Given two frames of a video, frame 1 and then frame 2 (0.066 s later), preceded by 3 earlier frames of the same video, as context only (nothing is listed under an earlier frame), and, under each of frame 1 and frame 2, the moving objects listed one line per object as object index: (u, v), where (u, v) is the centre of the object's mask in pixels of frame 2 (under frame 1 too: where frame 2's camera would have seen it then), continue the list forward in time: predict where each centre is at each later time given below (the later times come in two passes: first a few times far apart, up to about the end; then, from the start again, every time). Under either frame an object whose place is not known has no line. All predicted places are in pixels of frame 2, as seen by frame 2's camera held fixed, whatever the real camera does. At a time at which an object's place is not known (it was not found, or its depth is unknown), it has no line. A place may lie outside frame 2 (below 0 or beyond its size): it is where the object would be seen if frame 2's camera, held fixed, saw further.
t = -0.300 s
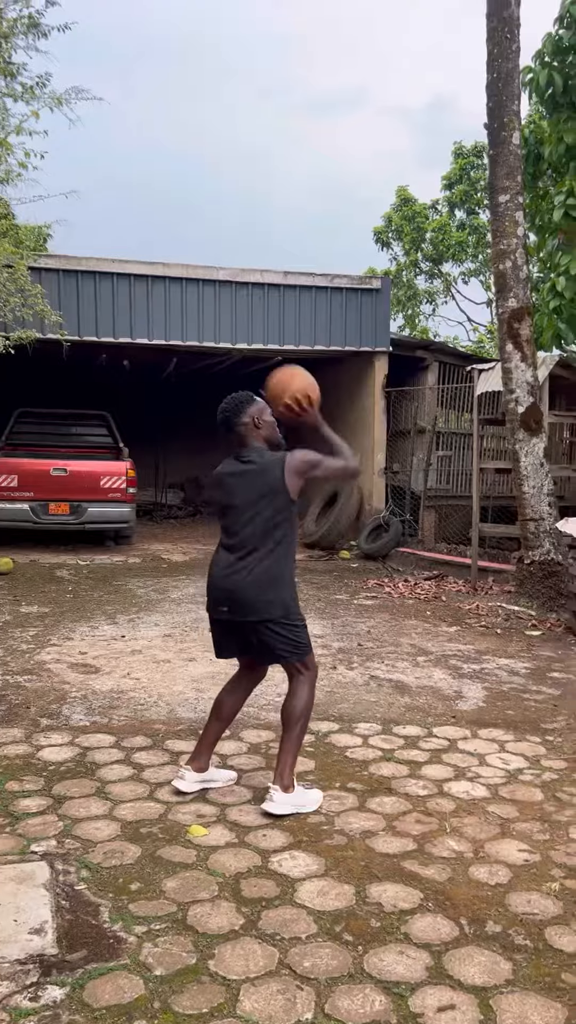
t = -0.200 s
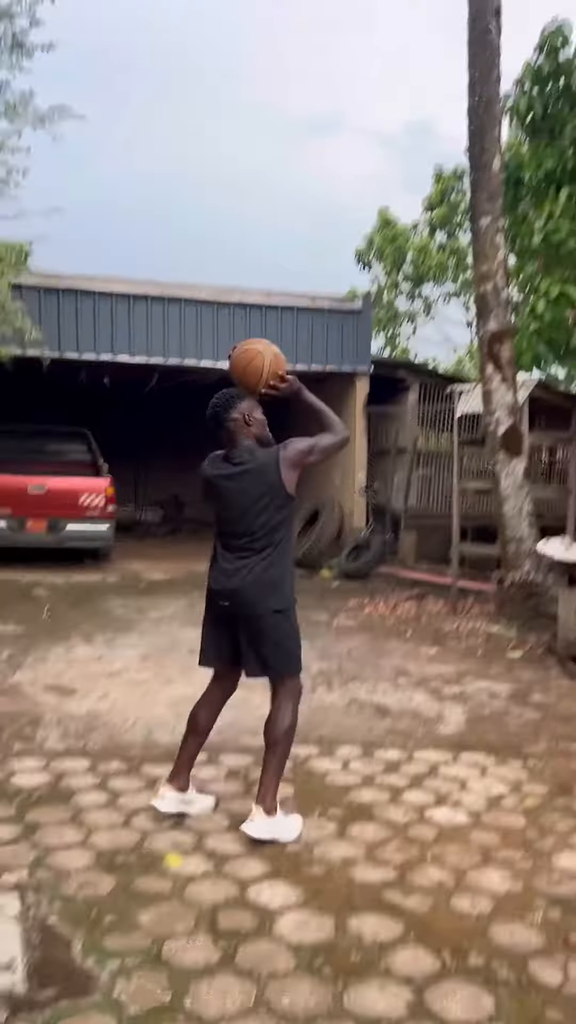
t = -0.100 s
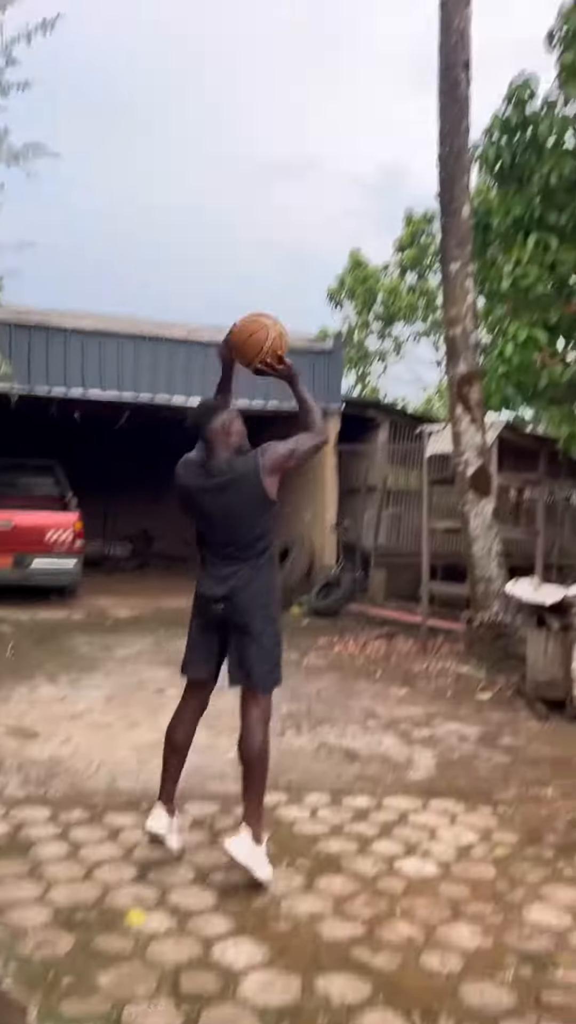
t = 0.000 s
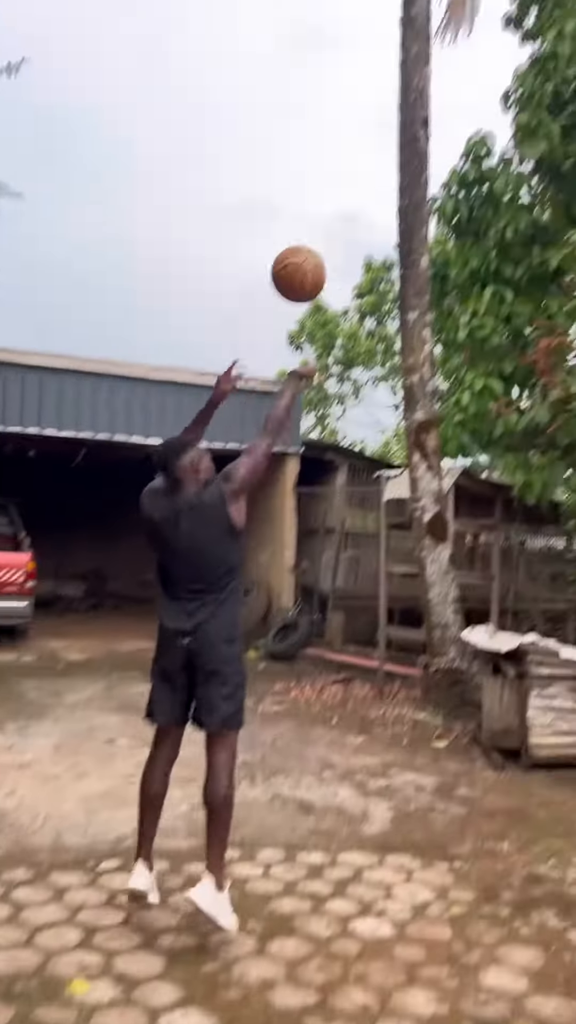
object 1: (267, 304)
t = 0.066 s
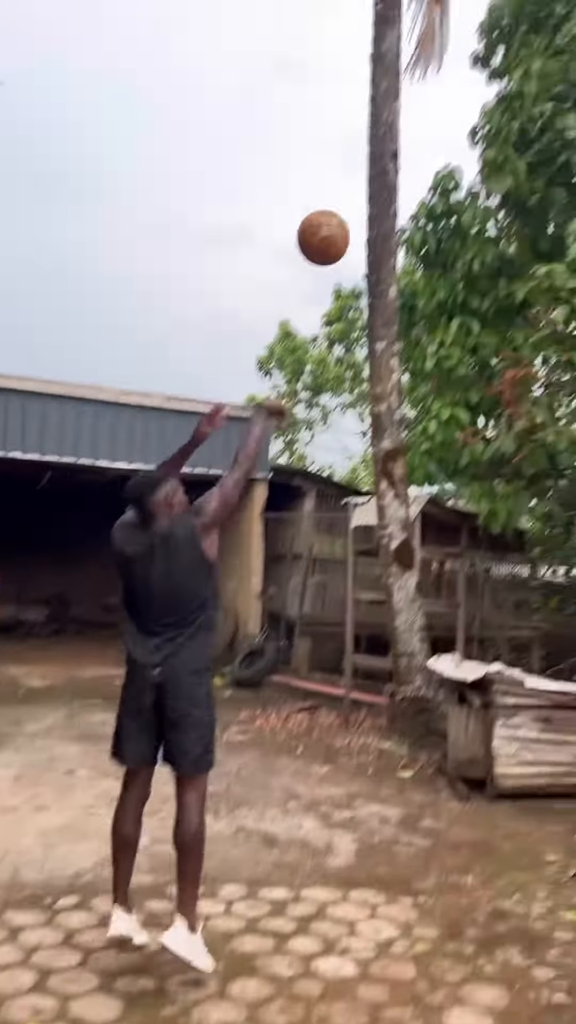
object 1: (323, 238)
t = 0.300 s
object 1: (483, 112)
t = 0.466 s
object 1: (572, 95)
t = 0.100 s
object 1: (349, 211)
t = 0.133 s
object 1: (374, 187)
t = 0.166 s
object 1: (397, 166)
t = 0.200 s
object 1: (420, 149)
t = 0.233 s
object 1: (442, 134)
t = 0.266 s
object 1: (463, 122)
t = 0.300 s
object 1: (483, 112)
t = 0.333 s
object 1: (502, 104)
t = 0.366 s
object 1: (520, 99)
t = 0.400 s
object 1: (539, 95)
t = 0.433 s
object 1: (556, 94)
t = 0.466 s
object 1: (572, 95)
